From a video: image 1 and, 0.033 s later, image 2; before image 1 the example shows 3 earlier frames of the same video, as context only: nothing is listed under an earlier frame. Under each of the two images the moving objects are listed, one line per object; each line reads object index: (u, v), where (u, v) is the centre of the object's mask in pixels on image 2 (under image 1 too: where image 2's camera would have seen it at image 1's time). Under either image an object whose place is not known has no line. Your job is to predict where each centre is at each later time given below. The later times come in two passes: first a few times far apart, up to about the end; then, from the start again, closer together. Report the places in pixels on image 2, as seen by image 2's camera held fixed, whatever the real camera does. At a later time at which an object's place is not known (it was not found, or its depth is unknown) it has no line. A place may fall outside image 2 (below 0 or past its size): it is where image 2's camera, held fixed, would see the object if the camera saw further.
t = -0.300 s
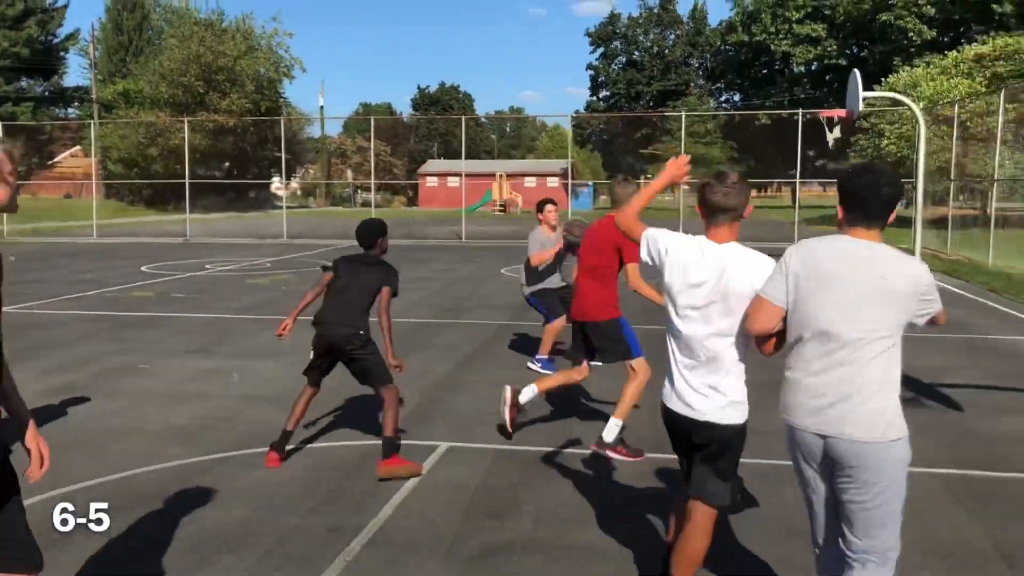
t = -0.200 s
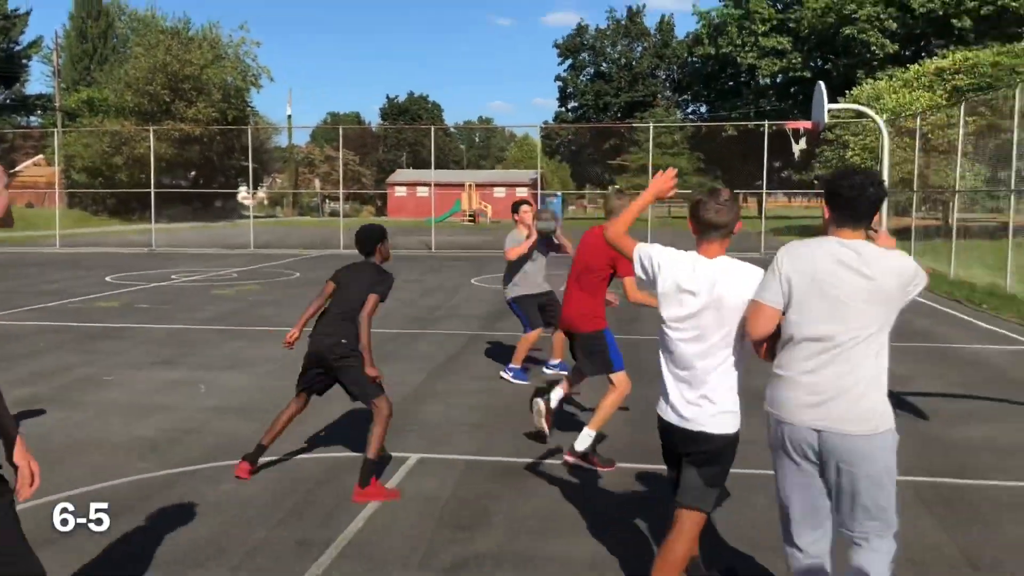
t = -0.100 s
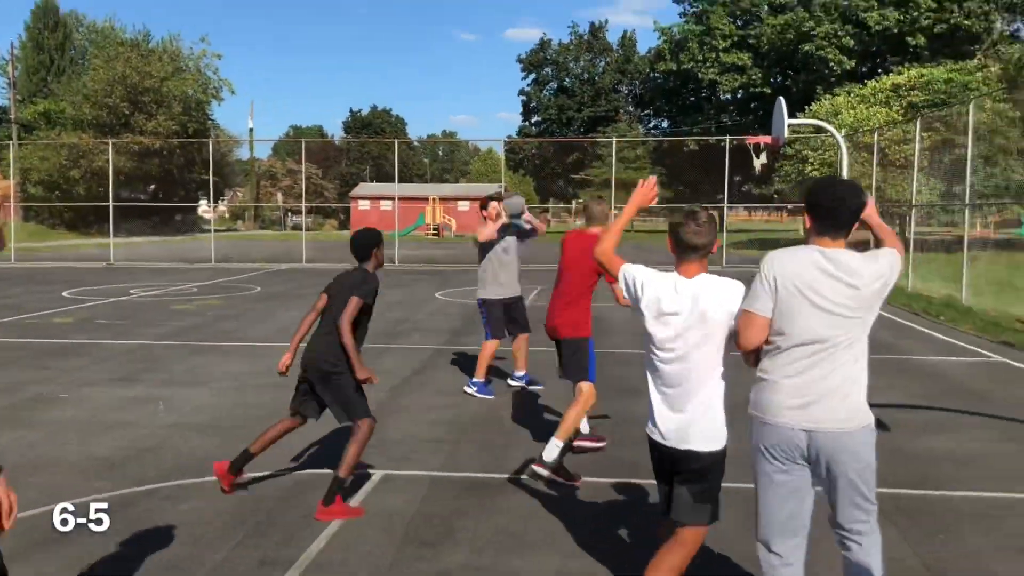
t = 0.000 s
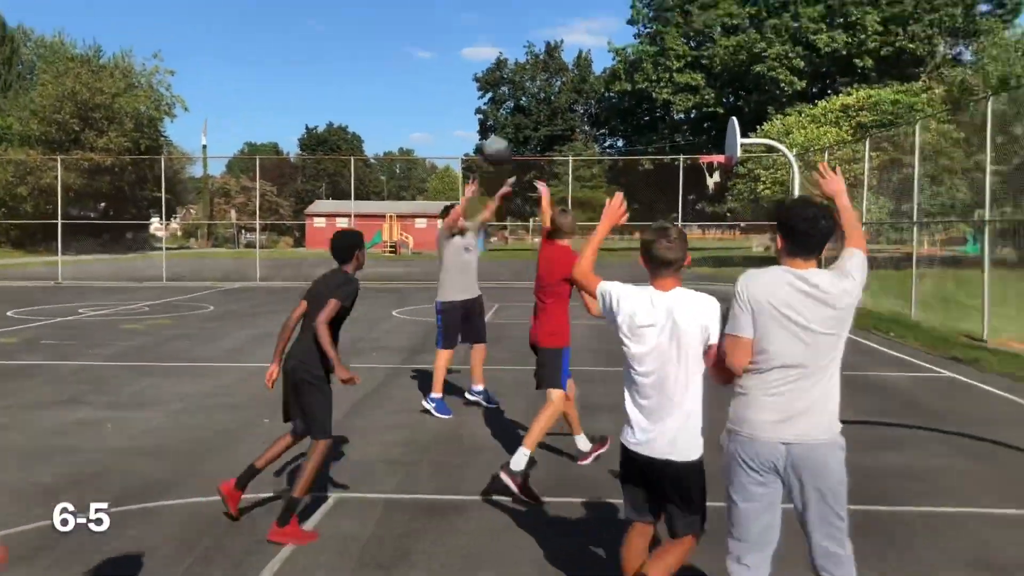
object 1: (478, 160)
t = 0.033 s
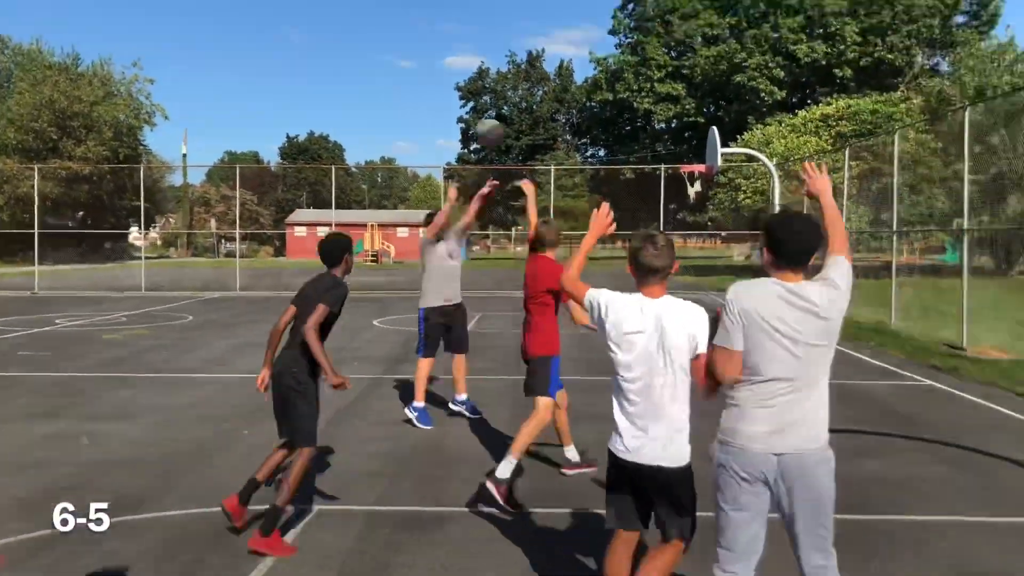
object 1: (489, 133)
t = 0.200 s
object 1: (552, 6)
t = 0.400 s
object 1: (648, -124)
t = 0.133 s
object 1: (526, 57)
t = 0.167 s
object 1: (539, 31)
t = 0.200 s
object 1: (552, 6)
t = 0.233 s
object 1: (566, -17)
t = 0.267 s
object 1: (581, -39)
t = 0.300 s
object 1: (597, -63)
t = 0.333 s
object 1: (613, -84)
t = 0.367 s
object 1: (630, -105)
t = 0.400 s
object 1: (648, -124)
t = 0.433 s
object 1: (667, -144)
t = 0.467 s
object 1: (686, -162)
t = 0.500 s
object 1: (706, -179)
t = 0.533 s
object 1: (727, -195)
